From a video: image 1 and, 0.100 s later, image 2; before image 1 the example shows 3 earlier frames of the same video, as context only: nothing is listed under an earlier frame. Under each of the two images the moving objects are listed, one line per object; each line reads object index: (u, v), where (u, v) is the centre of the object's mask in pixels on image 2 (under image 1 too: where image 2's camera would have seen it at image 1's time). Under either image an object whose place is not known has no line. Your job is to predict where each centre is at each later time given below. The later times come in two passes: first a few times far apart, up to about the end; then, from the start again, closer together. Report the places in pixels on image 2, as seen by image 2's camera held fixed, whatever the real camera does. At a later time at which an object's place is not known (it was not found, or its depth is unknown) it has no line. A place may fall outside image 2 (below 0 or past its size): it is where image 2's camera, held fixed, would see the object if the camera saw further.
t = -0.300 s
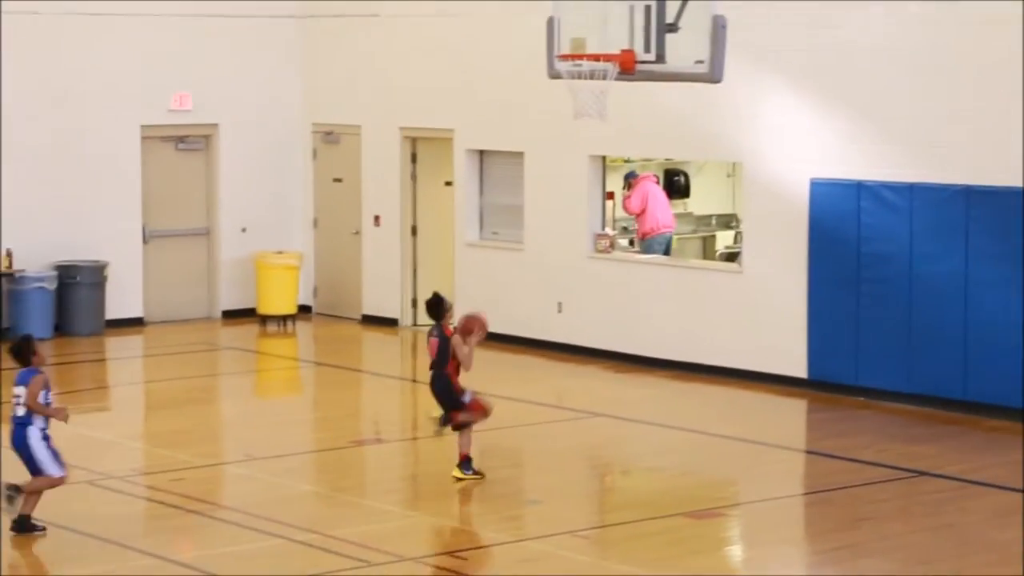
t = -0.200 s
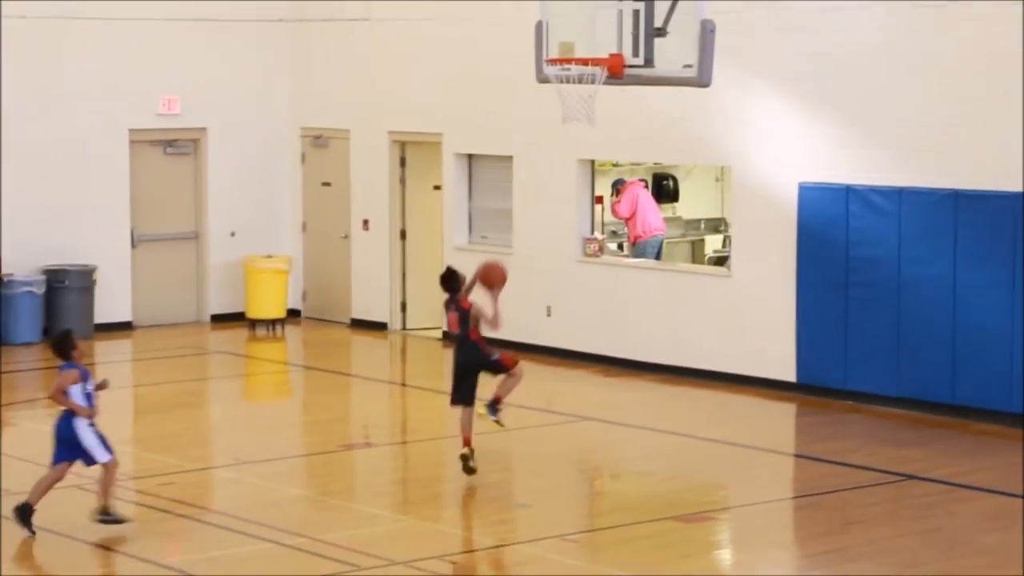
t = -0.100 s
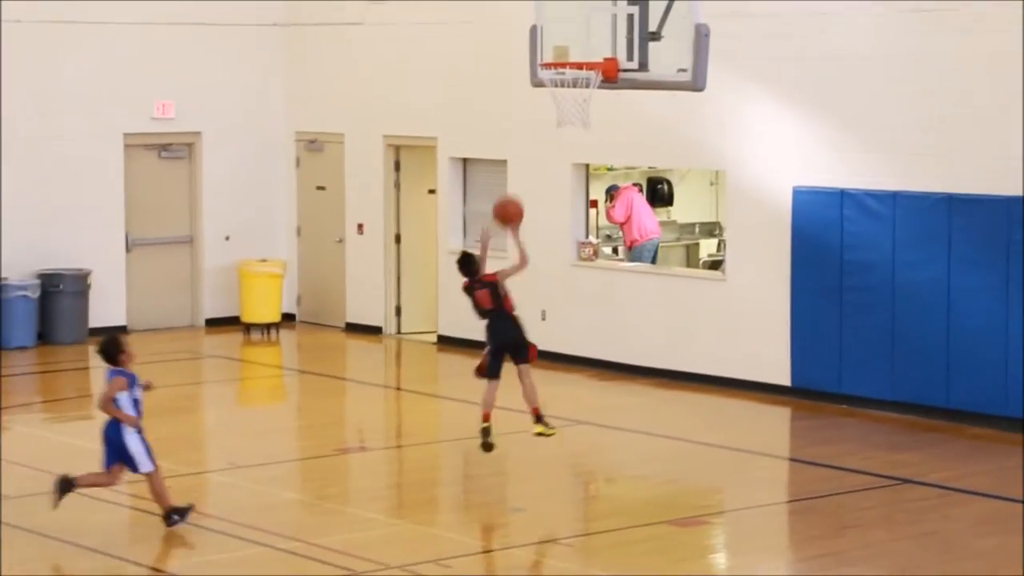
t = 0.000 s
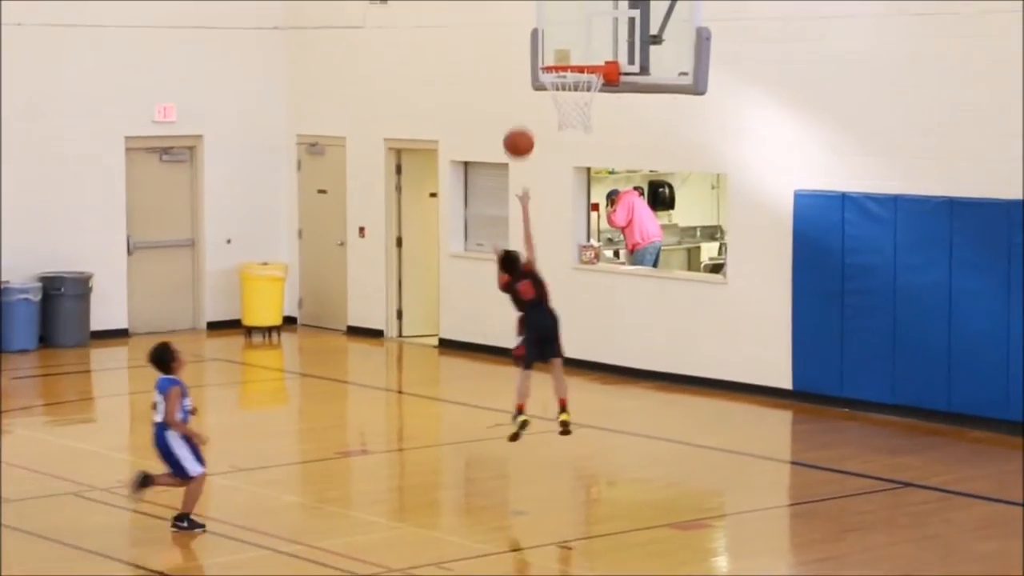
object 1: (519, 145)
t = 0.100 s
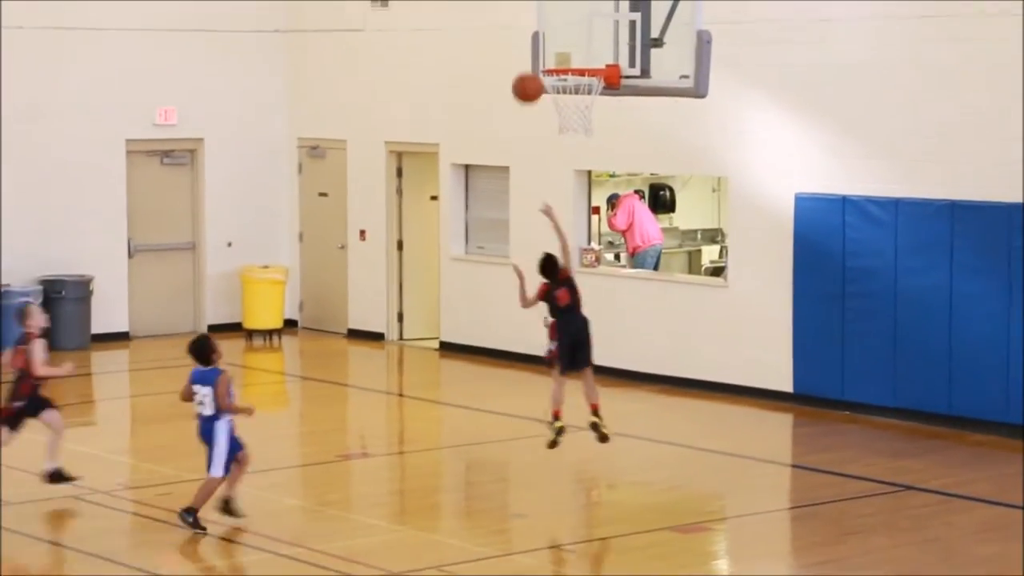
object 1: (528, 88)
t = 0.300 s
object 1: (543, 13)
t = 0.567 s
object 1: (563, 2)
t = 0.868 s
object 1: (585, 93)
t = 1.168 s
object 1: (583, 241)
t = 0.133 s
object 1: (530, 72)
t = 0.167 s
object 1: (532, 57)
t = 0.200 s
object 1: (535, 43)
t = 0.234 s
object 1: (537, 32)
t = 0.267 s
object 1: (540, 21)
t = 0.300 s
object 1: (543, 13)
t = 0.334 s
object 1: (545, 7)
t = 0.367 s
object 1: (548, 4)
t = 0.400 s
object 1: (550, 2)
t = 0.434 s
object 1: (552, 0)
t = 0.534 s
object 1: (559, 0)
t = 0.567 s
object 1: (563, 2)
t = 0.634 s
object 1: (568, 9)
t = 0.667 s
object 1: (570, 17)
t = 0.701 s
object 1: (572, 26)
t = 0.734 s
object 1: (575, 37)
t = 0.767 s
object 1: (577, 49)
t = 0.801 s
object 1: (580, 59)
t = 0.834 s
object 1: (583, 79)
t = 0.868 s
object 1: (585, 93)
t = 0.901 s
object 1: (586, 109)
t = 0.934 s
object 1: (586, 122)
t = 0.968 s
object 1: (585, 135)
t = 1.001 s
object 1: (585, 149)
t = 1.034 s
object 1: (584, 164)
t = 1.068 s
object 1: (584, 181)
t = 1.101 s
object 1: (584, 201)
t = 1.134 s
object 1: (583, 220)
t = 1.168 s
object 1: (583, 241)
